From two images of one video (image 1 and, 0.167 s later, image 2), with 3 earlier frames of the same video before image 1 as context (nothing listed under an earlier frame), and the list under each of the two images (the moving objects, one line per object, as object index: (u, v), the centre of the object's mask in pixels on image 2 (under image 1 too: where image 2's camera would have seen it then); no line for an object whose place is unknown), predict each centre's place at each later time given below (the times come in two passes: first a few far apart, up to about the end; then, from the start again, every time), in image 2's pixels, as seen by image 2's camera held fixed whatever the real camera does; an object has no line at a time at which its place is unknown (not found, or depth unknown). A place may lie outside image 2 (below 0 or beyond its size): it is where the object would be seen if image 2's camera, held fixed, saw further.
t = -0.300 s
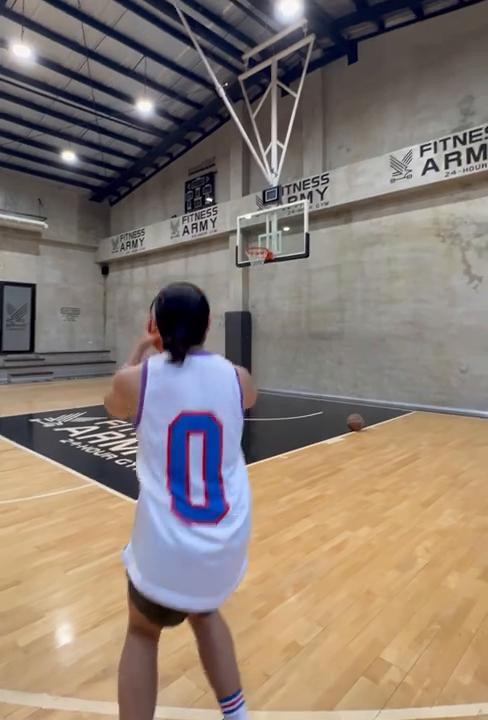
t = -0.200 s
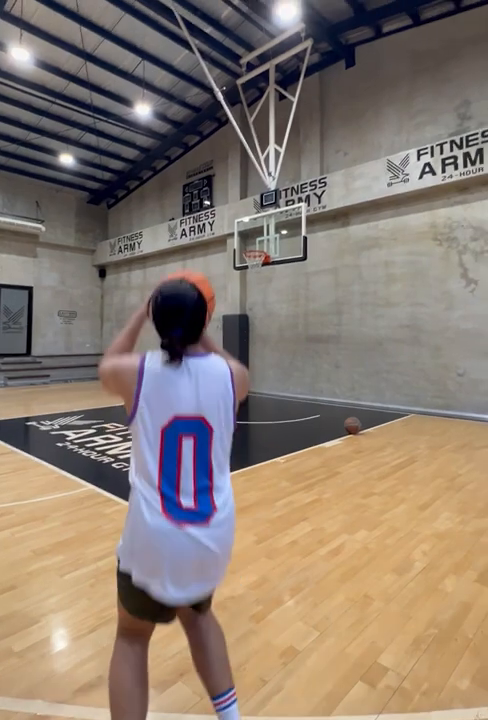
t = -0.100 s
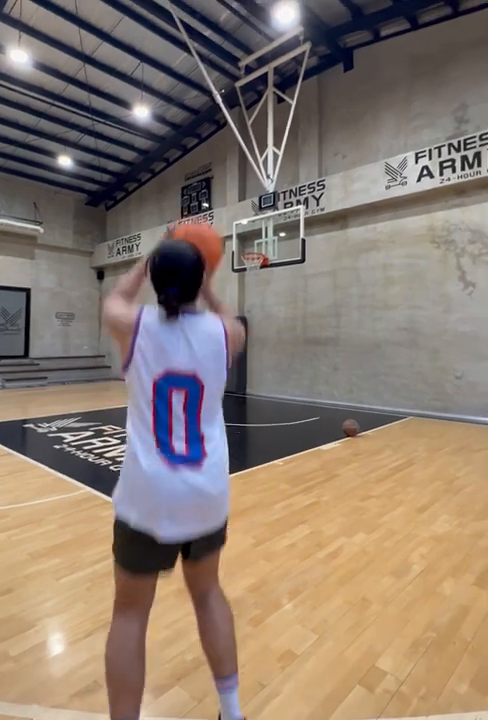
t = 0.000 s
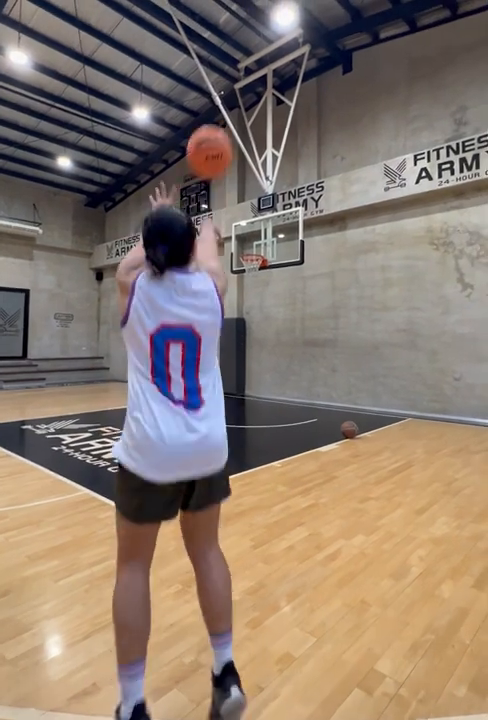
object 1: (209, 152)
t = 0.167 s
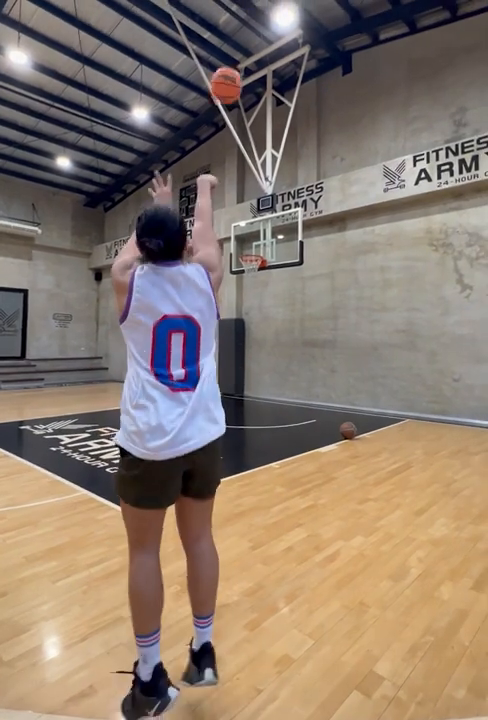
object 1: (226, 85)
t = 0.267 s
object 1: (232, 74)
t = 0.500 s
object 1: (242, 87)
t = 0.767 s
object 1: (248, 137)
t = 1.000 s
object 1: (252, 195)
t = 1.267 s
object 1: (244, 261)
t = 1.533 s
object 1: (253, 271)
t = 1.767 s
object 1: (251, 274)
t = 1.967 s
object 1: (251, 275)
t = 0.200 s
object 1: (228, 80)
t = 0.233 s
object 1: (230, 76)
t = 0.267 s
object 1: (232, 74)
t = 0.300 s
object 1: (234, 74)
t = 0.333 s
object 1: (236, 74)
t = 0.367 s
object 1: (237, 75)
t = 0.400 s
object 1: (238, 77)
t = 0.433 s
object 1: (240, 80)
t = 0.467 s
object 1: (241, 84)
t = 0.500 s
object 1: (242, 87)
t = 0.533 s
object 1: (243, 93)
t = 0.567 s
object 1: (244, 98)
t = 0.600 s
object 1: (245, 103)
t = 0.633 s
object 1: (246, 109)
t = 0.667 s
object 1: (247, 115)
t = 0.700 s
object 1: (248, 122)
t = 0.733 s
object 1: (248, 130)
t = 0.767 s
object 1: (248, 137)
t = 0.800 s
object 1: (249, 145)
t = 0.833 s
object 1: (249, 152)
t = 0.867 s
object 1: (250, 161)
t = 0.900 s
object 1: (250, 170)
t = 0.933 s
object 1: (250, 178)
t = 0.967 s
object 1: (251, 187)
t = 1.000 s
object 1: (252, 195)
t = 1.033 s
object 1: (252, 205)
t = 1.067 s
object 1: (252, 215)
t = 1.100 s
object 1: (252, 224)
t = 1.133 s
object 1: (252, 234)
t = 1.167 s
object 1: (253, 243)
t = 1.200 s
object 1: (252, 255)
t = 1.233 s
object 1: (251, 259)
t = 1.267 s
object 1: (244, 261)
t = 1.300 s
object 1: (243, 262)
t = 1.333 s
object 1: (245, 263)
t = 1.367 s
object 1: (246, 262)
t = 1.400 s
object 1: (248, 264)
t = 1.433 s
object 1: (248, 264)
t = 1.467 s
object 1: (249, 265)
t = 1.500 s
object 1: (252, 270)
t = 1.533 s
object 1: (253, 271)
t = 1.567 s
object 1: (253, 271)
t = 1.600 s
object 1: (254, 272)
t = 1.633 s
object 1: (254, 273)
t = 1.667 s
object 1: (253, 273)
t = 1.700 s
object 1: (252, 273)
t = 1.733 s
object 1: (251, 273)
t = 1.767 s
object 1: (251, 274)
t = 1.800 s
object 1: (250, 274)
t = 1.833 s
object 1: (250, 275)
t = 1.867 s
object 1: (249, 275)
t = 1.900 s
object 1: (249, 275)
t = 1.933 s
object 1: (251, 275)
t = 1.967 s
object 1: (251, 275)
